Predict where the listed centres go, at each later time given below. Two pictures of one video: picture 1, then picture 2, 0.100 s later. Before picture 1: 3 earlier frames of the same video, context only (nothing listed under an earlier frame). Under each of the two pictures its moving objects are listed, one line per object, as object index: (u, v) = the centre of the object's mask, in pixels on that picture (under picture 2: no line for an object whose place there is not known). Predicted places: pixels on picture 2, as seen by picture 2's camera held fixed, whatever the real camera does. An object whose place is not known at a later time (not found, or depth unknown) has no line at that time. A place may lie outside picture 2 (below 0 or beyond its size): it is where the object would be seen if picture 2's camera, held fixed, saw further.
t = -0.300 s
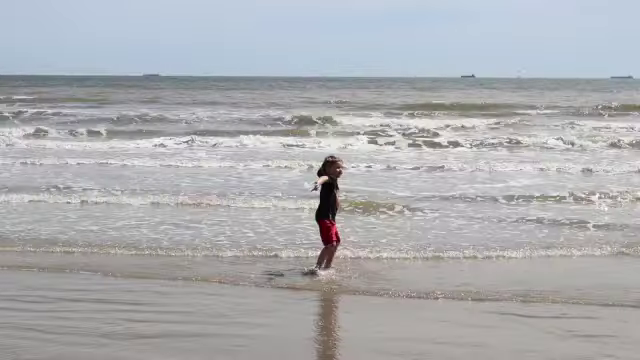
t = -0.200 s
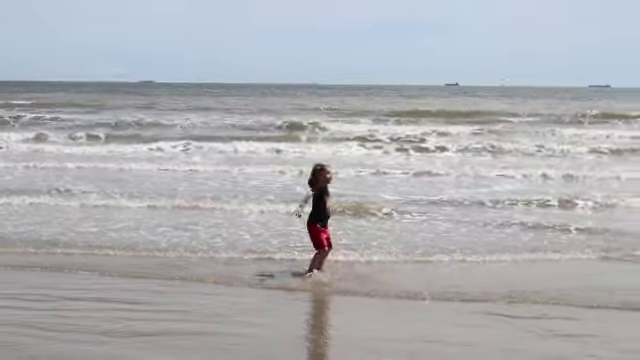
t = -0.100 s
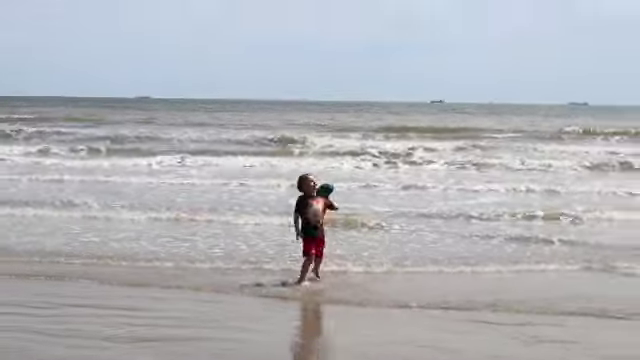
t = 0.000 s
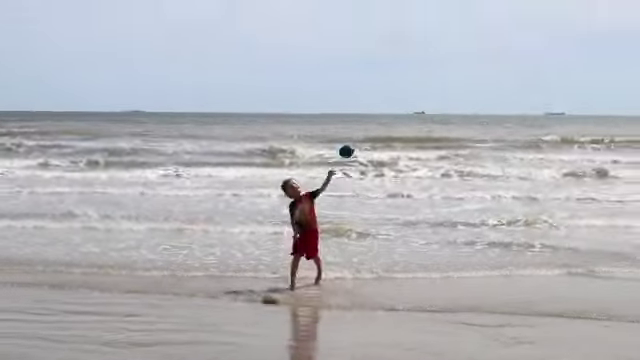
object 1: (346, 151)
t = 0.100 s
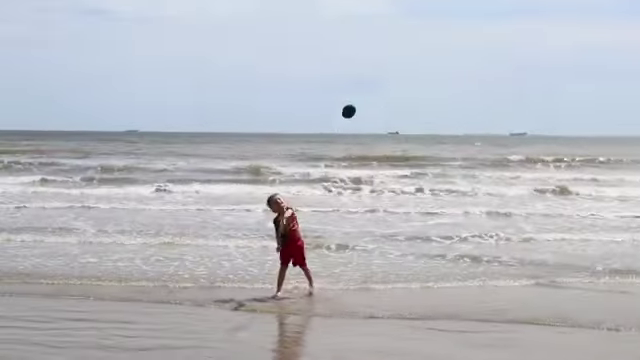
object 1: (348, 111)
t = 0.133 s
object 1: (355, 94)
